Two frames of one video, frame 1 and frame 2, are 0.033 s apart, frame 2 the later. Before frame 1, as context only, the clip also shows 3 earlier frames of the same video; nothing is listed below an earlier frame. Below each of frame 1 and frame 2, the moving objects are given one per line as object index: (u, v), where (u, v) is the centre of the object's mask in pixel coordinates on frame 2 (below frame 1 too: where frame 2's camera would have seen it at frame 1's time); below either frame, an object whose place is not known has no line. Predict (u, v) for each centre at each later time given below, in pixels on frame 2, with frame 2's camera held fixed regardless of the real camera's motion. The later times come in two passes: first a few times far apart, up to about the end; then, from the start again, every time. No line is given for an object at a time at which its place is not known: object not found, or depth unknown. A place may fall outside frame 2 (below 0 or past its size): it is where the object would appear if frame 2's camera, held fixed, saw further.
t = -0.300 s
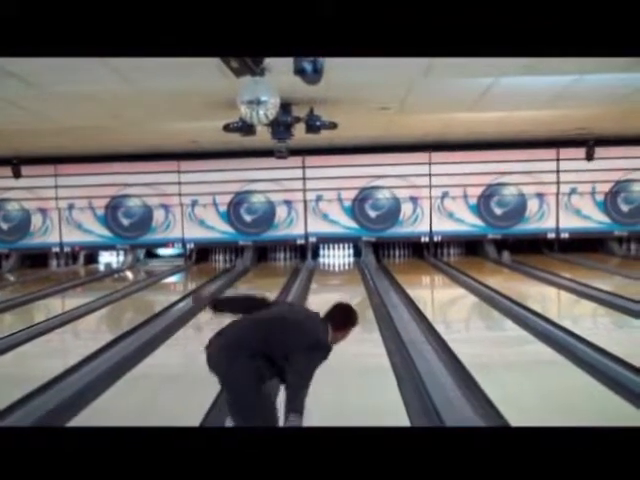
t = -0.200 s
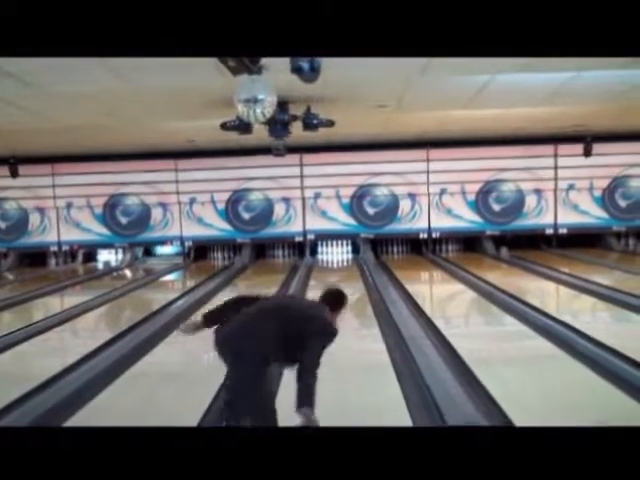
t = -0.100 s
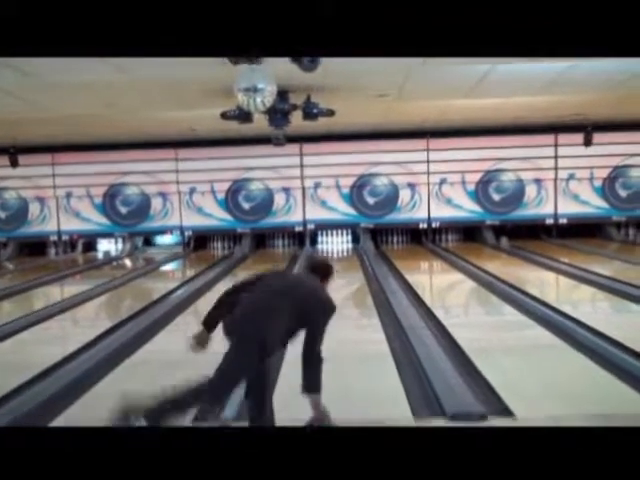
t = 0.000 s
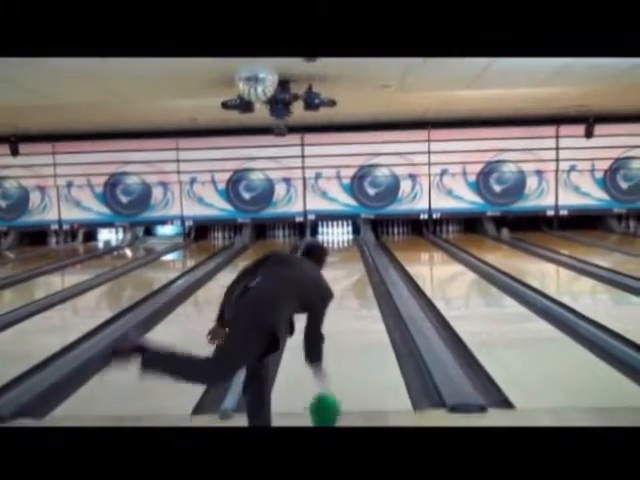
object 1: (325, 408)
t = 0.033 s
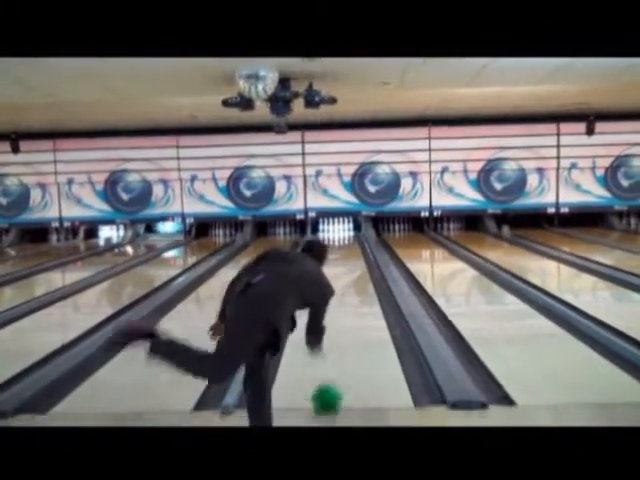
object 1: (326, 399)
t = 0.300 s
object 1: (330, 347)
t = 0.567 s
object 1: (339, 312)
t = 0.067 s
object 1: (326, 392)
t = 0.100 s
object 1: (328, 385)
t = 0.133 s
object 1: (329, 378)
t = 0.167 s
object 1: (330, 372)
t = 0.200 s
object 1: (330, 366)
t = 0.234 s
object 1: (330, 358)
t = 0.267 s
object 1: (330, 350)
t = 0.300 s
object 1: (330, 347)
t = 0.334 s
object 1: (330, 343)
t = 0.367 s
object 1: (332, 339)
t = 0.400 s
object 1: (333, 333)
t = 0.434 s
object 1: (332, 329)
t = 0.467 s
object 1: (334, 325)
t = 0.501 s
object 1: (336, 321)
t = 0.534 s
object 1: (337, 316)
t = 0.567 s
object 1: (339, 312)
